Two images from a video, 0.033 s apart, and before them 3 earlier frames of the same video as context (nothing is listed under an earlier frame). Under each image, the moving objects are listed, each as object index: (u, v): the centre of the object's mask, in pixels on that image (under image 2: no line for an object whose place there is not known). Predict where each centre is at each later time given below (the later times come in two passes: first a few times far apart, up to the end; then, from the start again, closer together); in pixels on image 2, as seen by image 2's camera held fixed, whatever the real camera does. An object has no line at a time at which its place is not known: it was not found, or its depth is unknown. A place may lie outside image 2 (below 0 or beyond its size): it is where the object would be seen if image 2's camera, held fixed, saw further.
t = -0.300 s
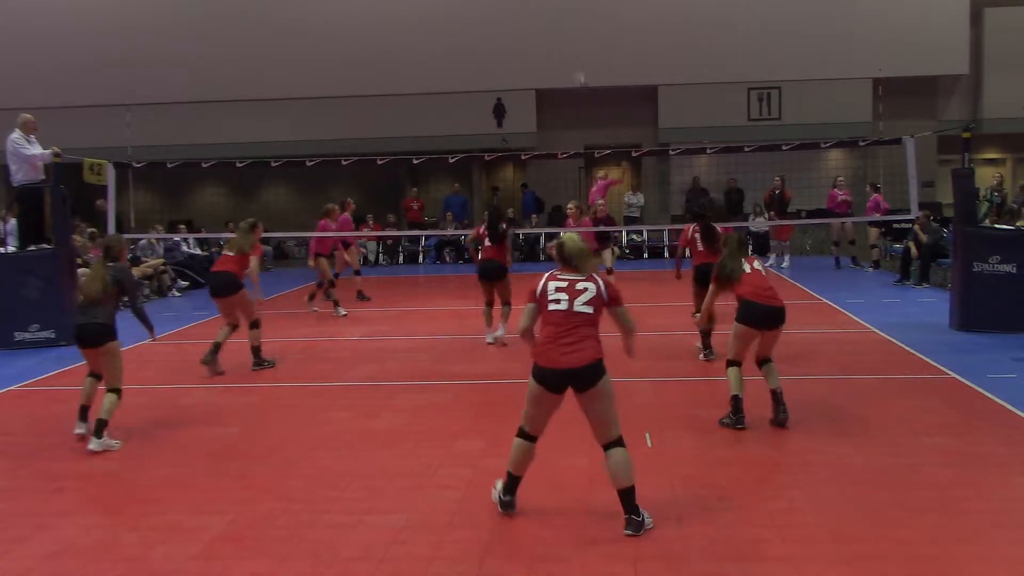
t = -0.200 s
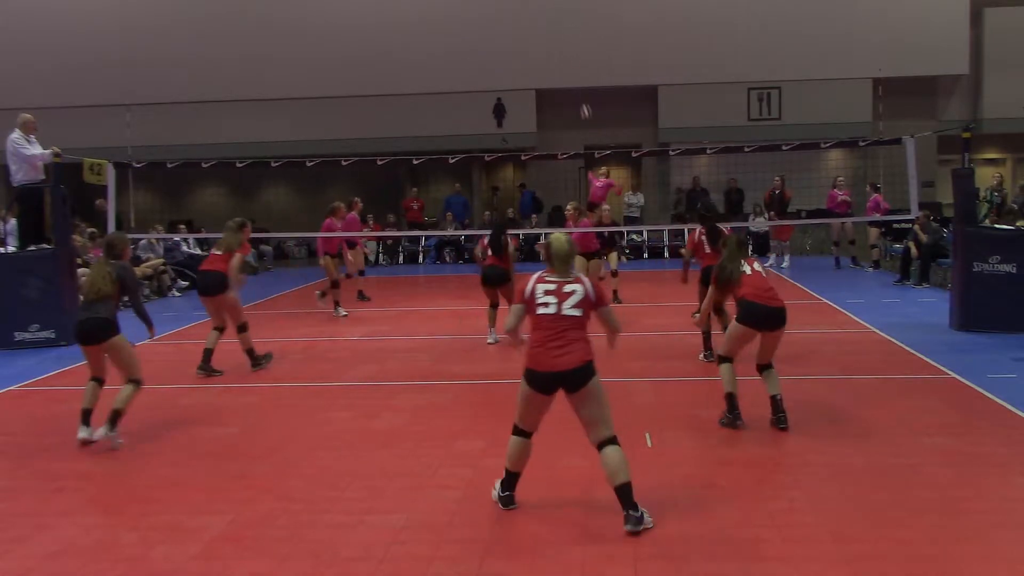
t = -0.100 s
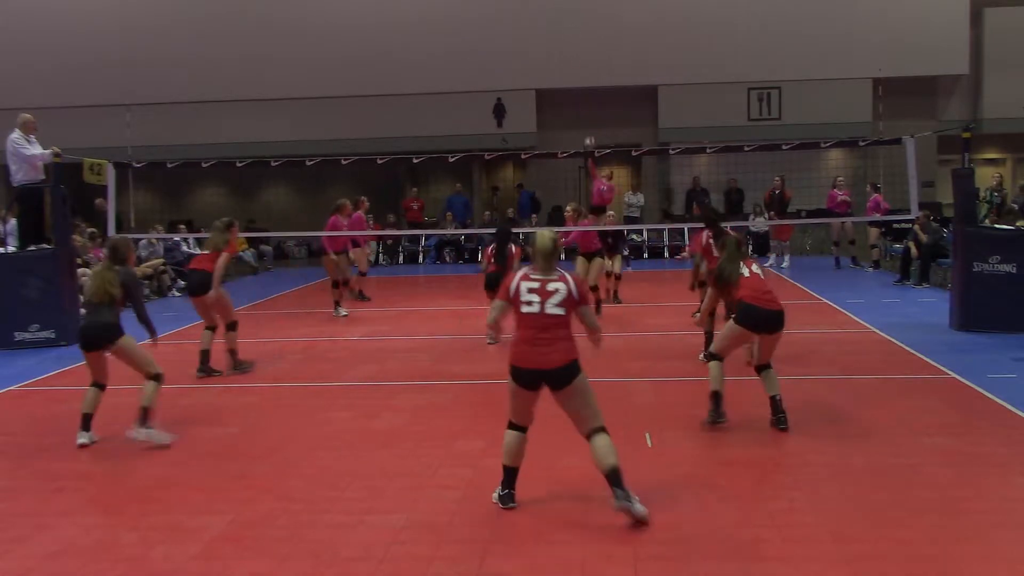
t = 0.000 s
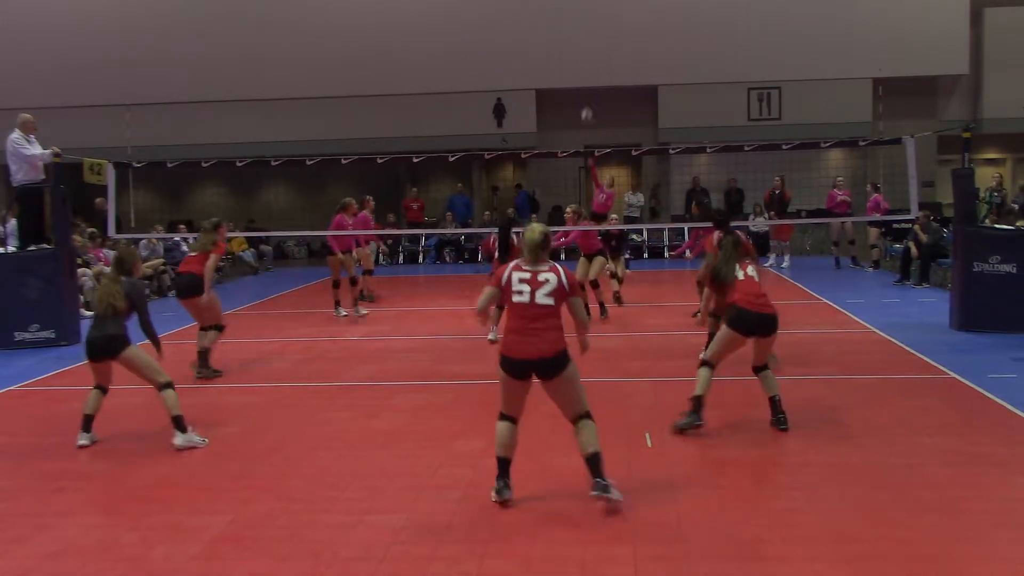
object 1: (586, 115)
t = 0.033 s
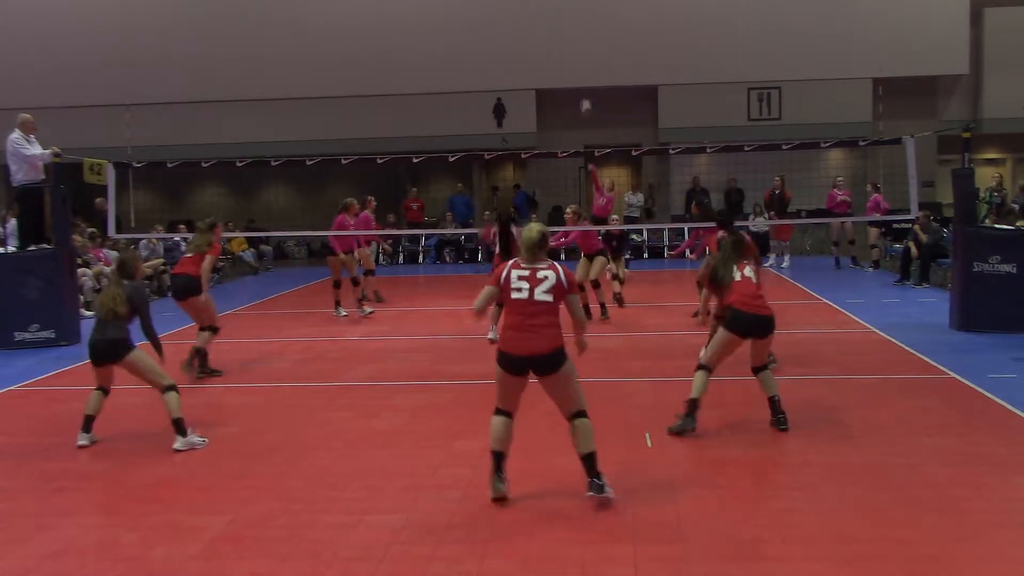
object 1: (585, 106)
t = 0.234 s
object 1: (578, 63)
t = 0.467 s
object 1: (568, 39)
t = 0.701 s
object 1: (561, 60)
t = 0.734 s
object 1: (561, 69)
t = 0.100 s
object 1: (583, 92)
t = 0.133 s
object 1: (582, 83)
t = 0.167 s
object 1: (580, 76)
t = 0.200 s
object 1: (579, 69)
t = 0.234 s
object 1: (578, 63)
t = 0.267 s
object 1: (577, 58)
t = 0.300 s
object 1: (575, 53)
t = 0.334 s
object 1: (574, 49)
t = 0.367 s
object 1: (572, 46)
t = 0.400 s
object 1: (571, 43)
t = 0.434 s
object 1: (570, 41)
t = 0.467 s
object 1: (568, 39)
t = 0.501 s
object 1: (567, 39)
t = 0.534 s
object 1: (567, 39)
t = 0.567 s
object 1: (565, 41)
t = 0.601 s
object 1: (564, 44)
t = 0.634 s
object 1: (563, 47)
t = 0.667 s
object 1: (562, 53)
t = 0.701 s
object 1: (561, 60)
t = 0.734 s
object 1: (561, 69)
